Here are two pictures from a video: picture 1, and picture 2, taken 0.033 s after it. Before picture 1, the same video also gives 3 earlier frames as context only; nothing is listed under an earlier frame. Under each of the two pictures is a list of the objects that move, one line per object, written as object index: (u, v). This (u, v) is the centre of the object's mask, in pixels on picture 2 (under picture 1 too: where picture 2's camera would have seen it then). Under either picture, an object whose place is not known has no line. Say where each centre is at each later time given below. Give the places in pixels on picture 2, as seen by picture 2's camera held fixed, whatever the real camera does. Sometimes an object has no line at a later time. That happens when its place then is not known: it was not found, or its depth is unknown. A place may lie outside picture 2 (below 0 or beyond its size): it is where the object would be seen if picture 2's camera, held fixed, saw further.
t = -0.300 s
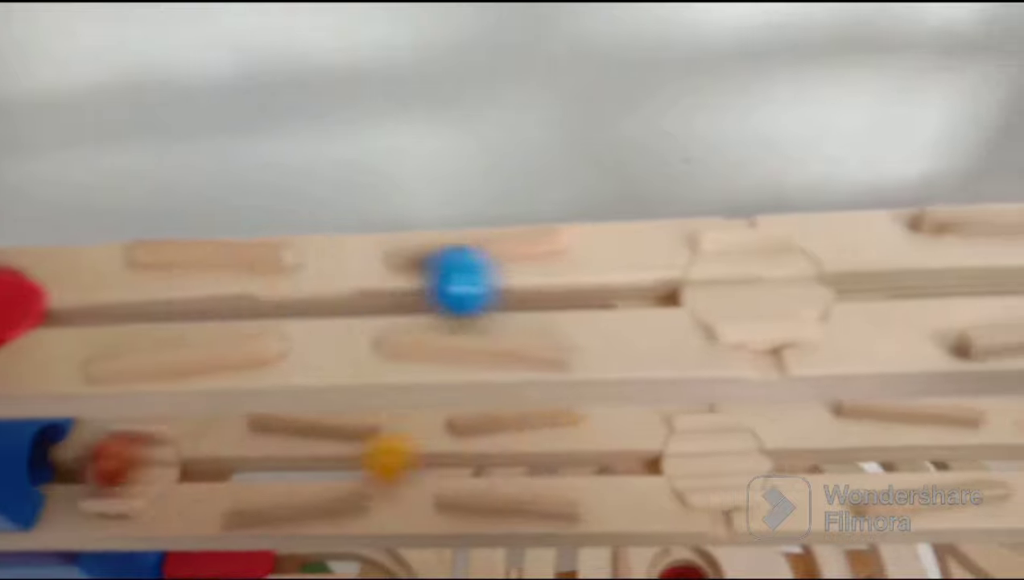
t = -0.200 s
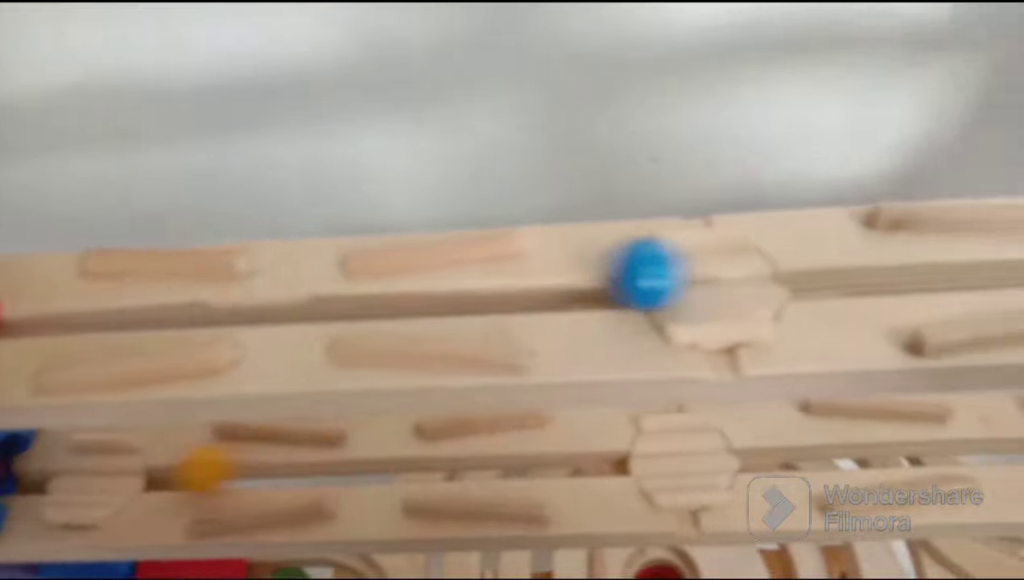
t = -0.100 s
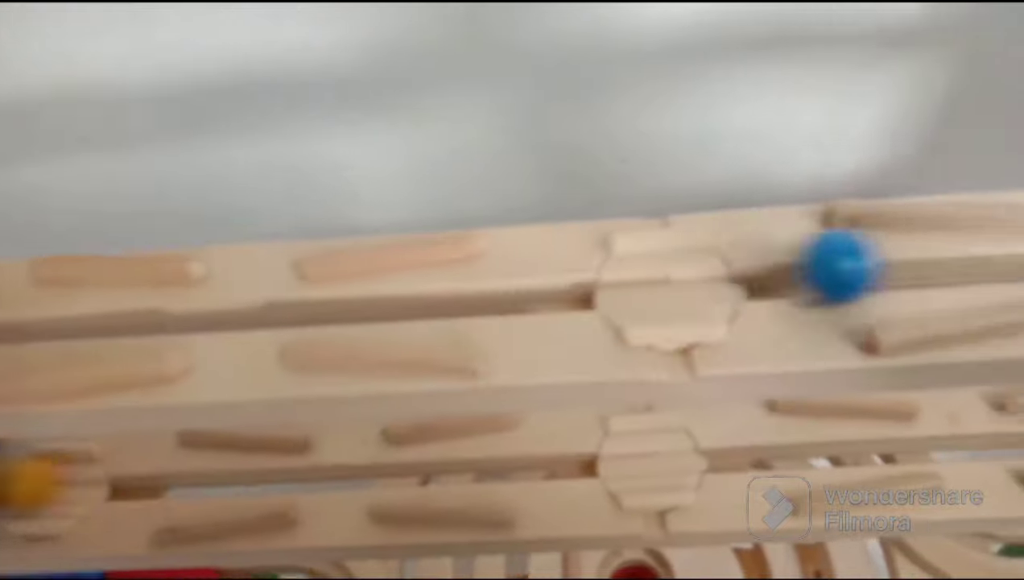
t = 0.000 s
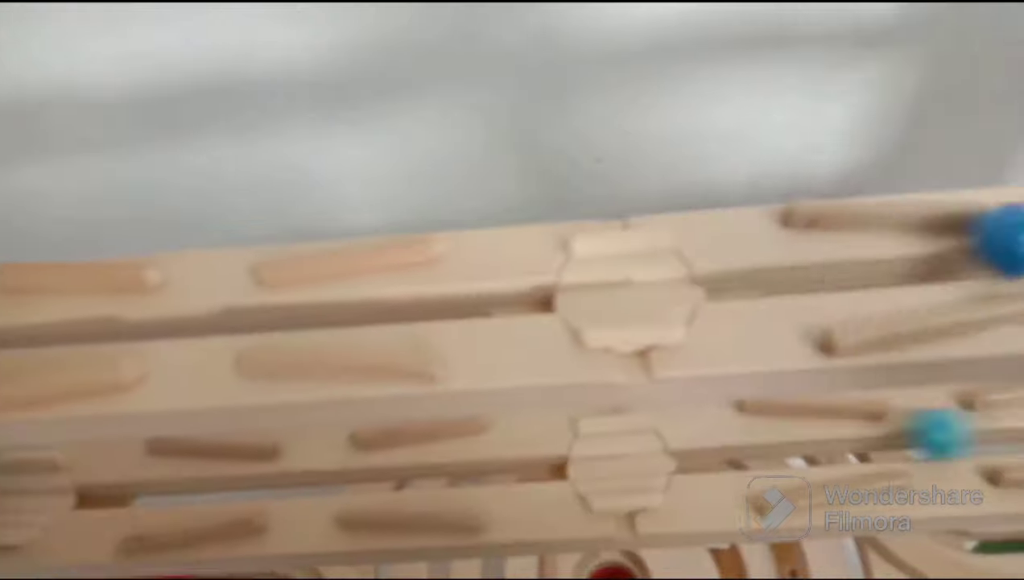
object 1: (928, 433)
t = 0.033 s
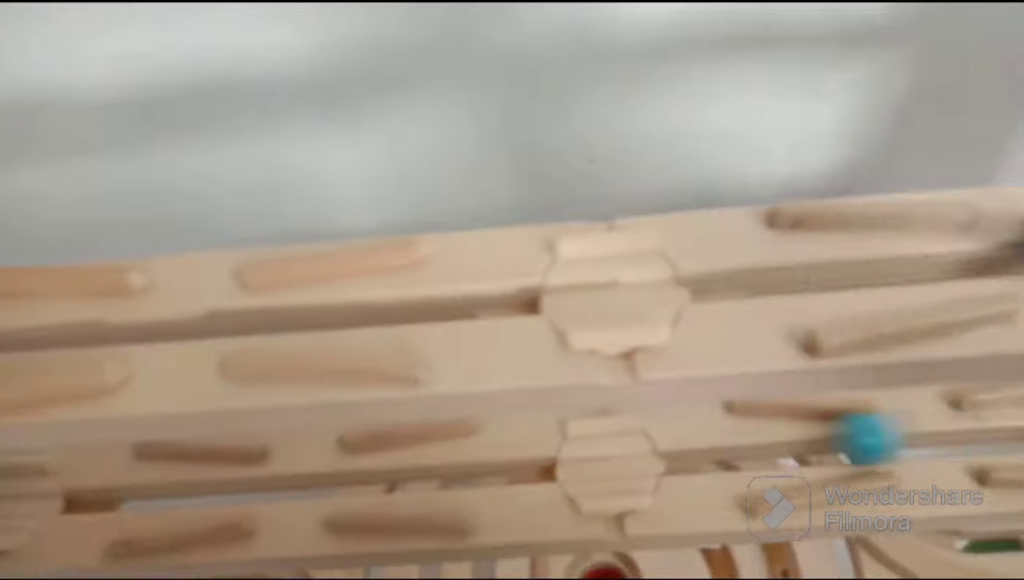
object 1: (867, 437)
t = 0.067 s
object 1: (812, 440)
